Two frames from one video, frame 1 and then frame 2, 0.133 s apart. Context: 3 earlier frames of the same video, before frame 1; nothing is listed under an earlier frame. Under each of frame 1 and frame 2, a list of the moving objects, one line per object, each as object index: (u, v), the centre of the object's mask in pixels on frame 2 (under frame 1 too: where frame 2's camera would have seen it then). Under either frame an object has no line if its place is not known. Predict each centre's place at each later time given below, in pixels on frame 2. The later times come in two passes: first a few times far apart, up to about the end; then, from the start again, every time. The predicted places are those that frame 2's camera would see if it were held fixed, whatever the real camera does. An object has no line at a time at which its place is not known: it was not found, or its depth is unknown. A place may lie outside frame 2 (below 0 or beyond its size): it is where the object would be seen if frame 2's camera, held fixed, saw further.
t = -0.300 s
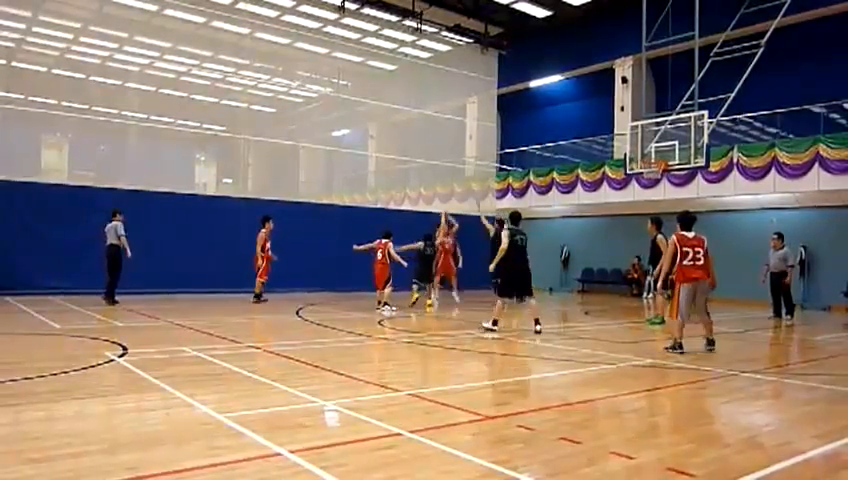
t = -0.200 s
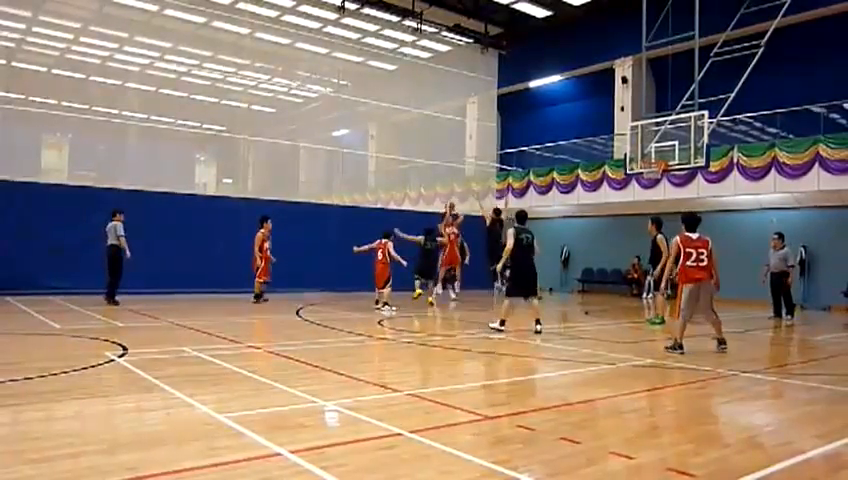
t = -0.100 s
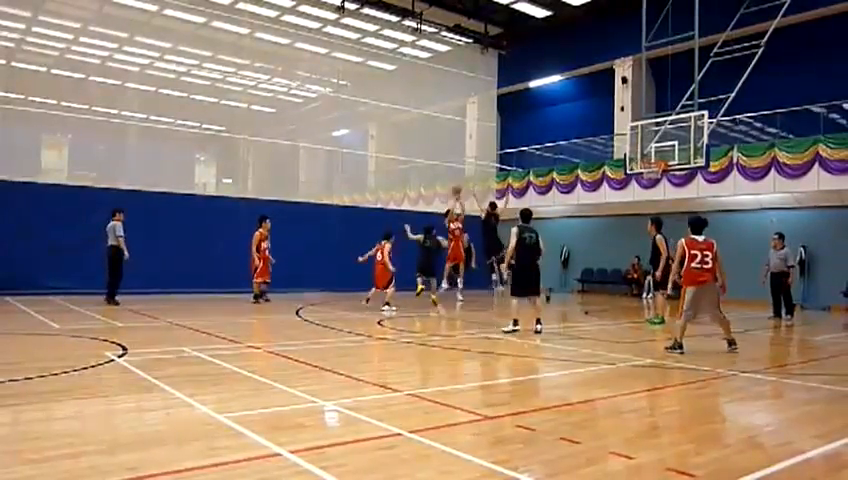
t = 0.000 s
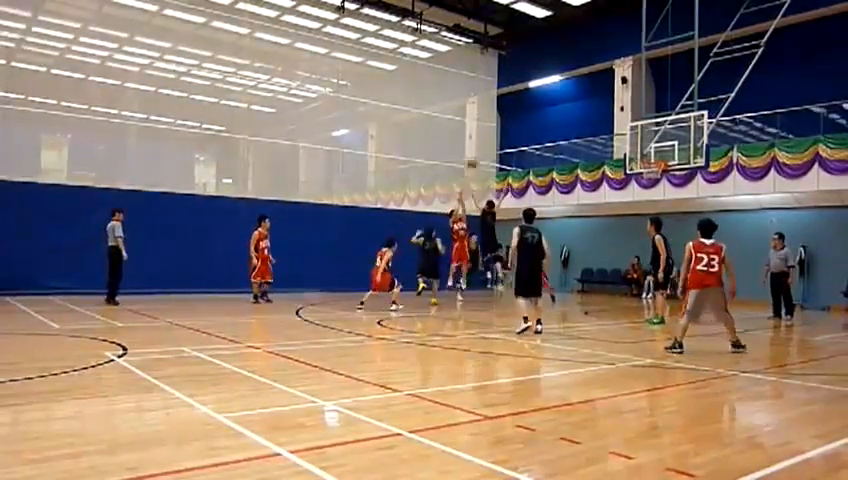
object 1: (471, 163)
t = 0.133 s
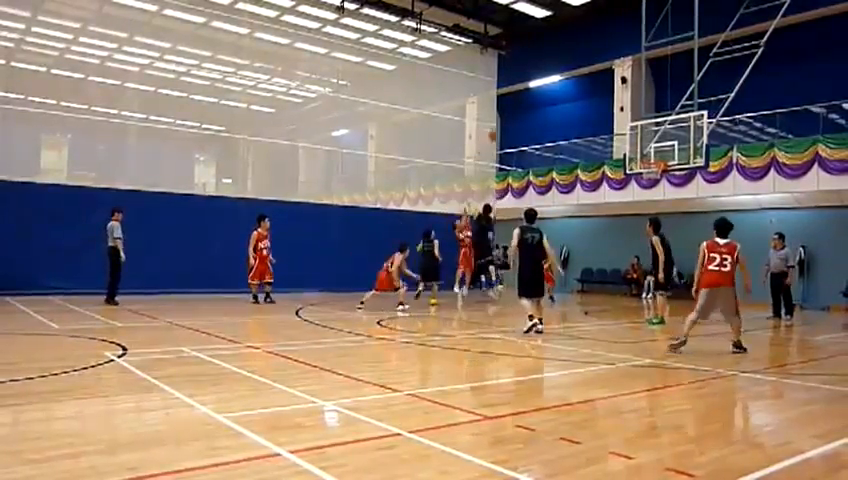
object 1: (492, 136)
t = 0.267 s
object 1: (514, 114)
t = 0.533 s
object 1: (557, 94)
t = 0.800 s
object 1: (602, 103)
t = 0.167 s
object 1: (498, 130)
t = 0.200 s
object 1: (502, 123)
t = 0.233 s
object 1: (508, 118)
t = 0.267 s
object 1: (514, 114)
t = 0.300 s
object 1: (520, 109)
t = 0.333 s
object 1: (525, 105)
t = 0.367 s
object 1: (530, 101)
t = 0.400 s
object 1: (536, 99)
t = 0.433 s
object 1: (542, 97)
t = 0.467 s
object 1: (546, 96)
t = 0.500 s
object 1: (549, 96)
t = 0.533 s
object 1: (557, 94)
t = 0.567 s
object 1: (562, 93)
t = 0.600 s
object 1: (567, 93)
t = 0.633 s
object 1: (574, 92)
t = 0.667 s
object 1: (579, 94)
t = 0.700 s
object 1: (585, 95)
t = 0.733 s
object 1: (592, 99)
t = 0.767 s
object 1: (597, 100)
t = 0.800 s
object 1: (602, 103)
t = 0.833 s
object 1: (607, 107)
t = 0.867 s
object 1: (615, 111)
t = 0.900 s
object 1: (620, 116)
